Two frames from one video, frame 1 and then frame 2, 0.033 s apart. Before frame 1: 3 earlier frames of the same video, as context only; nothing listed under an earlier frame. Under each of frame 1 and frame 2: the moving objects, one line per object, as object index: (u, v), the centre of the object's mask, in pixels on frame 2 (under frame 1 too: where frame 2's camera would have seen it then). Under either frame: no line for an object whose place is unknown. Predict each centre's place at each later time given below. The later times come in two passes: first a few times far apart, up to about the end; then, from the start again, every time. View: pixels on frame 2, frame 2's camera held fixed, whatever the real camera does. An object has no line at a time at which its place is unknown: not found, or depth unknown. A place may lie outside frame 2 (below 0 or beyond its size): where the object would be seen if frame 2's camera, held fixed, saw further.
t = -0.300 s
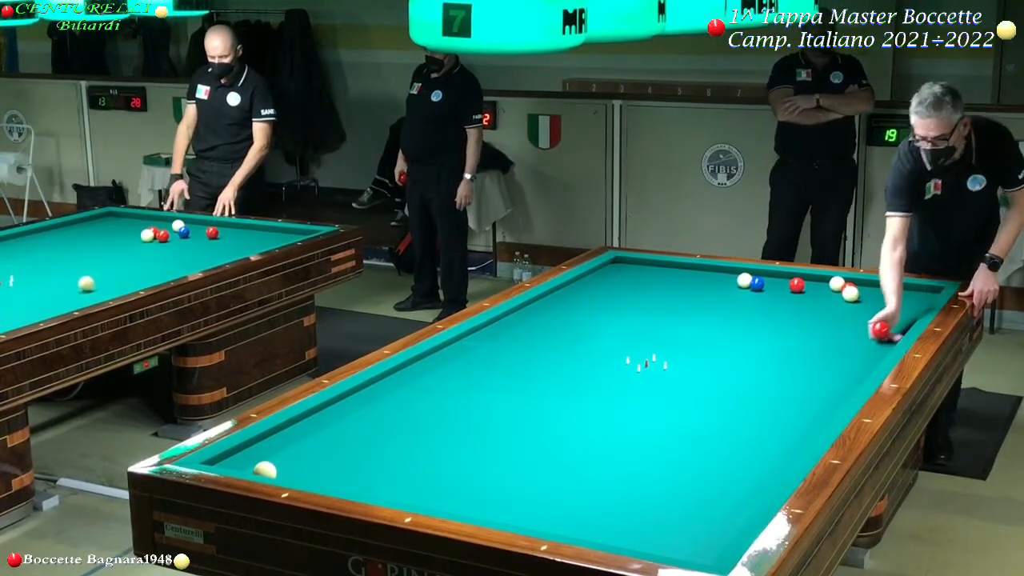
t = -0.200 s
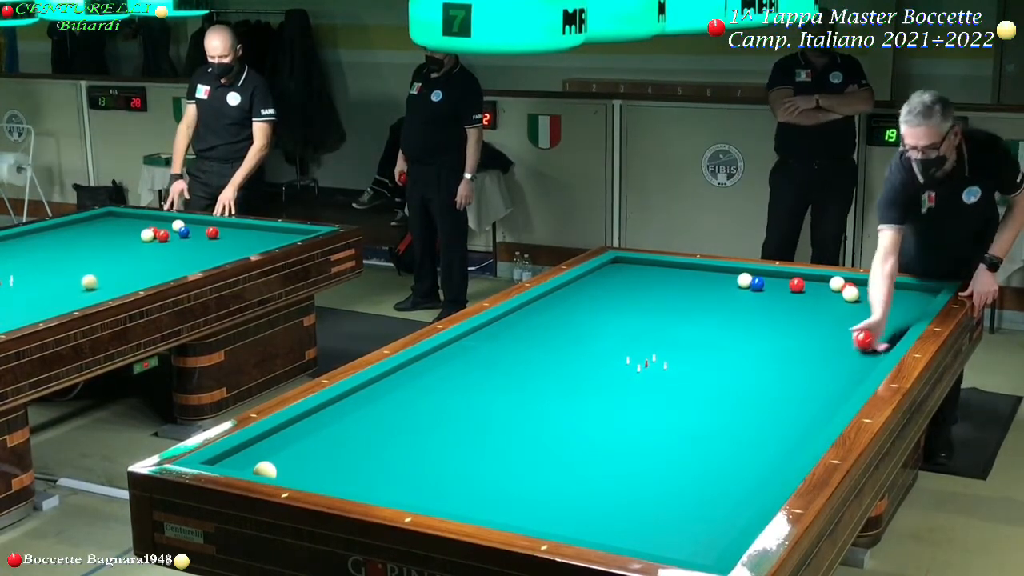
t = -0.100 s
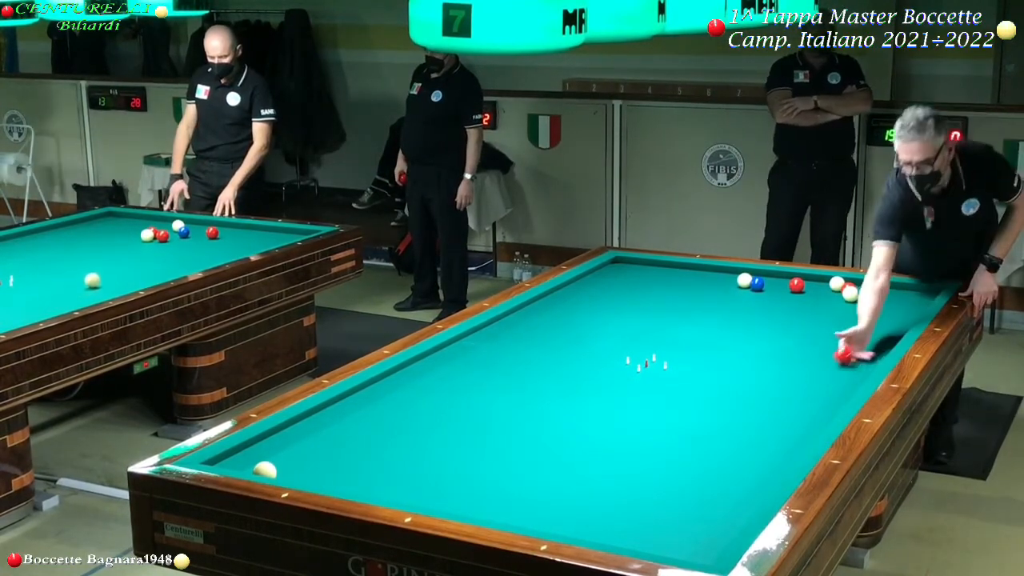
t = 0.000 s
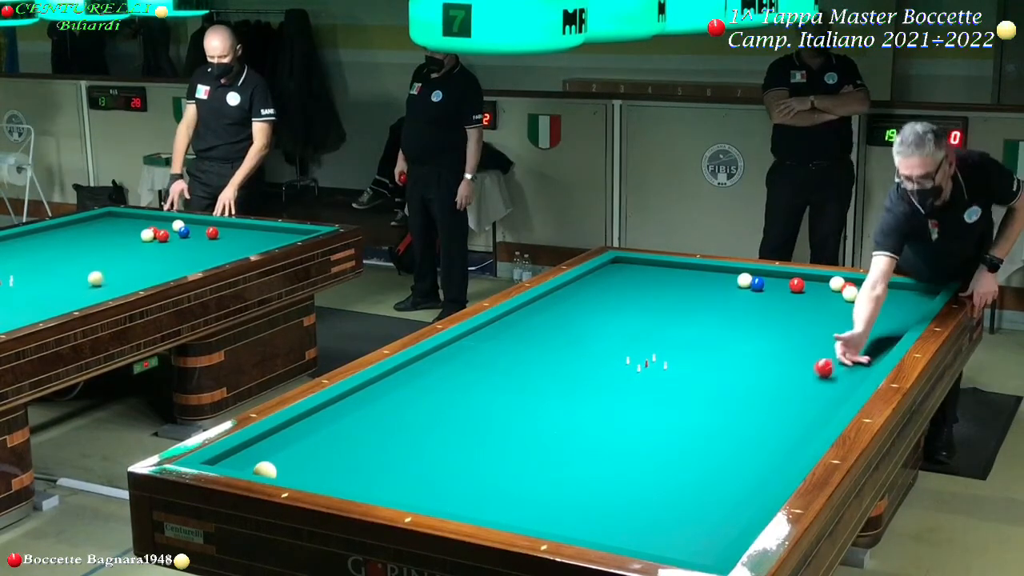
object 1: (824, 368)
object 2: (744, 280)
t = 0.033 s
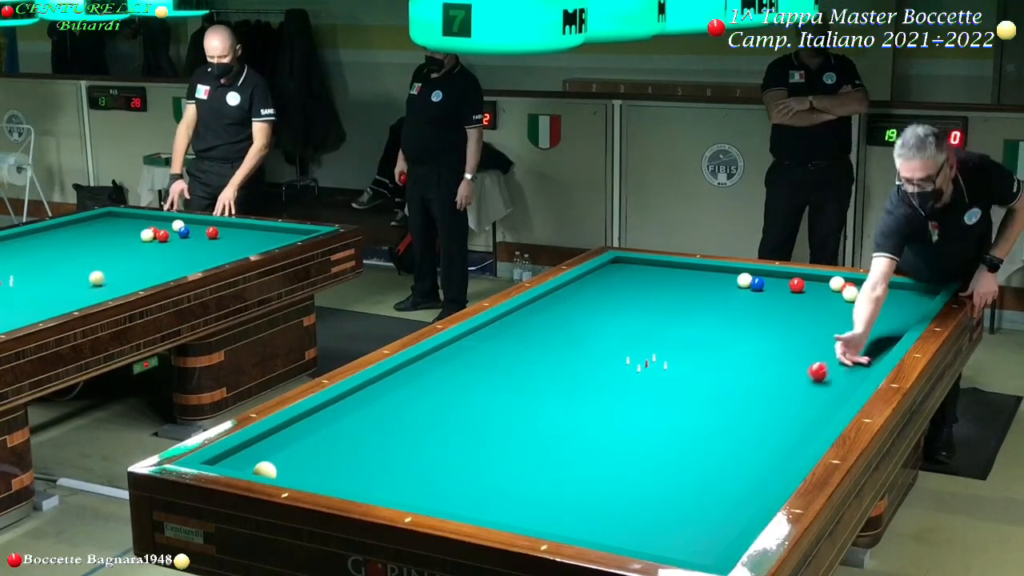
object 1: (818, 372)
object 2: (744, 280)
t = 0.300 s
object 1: (768, 403)
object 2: (744, 280)
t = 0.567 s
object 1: (713, 438)
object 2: (744, 280)
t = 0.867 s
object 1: (641, 484)
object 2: (744, 280)
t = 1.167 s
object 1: (568, 526)
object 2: (744, 280)
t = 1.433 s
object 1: (598, 491)
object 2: (744, 280)
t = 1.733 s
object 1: (618, 461)
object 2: (744, 280)
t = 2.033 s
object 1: (635, 435)
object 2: (744, 280)
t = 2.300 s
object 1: (650, 414)
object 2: (744, 280)
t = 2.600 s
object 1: (664, 393)
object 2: (744, 280)
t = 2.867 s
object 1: (675, 376)
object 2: (744, 280)
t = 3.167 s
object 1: (686, 359)
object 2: (744, 280)
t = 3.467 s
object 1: (696, 344)
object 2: (744, 280)
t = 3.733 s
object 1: (705, 332)
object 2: (744, 280)
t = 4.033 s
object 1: (713, 319)
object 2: (744, 280)
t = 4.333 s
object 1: (721, 307)
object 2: (744, 280)
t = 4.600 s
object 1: (728, 297)
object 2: (744, 280)
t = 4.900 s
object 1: (734, 288)
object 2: (745, 279)
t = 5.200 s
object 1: (732, 282)
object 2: (751, 275)
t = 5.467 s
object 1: (726, 278)
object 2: (763, 273)
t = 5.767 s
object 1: (719, 275)
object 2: (766, 273)
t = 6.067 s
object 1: (714, 272)
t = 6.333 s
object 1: (708, 270)
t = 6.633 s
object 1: (704, 267)
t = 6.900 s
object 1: (698, 267)
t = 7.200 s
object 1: (691, 267)
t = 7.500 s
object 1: (686, 267)
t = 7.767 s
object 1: (681, 268)
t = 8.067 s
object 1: (677, 268)
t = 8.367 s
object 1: (673, 268)
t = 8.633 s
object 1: (671, 268)
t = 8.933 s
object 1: (670, 268)
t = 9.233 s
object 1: (669, 268)
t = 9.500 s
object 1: (669, 268)
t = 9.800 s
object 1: (669, 269)
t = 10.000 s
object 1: (669, 268)
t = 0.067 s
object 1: (811, 376)
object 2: (744, 280)
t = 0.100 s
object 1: (805, 380)
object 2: (744, 280)
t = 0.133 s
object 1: (799, 383)
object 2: (744, 280)
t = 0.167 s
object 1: (793, 387)
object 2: (744, 280)
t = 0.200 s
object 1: (787, 391)
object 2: (744, 280)
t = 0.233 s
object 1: (781, 395)
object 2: (744, 280)
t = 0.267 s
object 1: (775, 399)
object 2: (744, 280)
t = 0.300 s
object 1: (768, 403)
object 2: (744, 280)
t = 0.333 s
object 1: (762, 407)
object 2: (744, 280)
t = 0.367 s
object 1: (755, 411)
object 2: (744, 280)
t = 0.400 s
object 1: (748, 416)
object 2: (744, 280)
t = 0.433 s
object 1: (742, 420)
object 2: (744, 280)
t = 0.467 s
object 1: (735, 424)
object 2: (744, 280)
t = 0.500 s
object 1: (728, 429)
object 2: (744, 280)
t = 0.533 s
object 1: (721, 433)
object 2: (744, 280)
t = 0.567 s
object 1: (713, 438)
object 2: (744, 280)
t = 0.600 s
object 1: (706, 443)
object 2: (744, 280)
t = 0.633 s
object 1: (698, 448)
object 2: (744, 280)
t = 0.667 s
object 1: (691, 452)
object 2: (744, 280)
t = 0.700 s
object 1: (682, 458)
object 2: (744, 280)
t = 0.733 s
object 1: (675, 463)
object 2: (744, 280)
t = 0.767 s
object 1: (666, 468)
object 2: (744, 280)
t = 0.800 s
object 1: (658, 473)
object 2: (744, 280)
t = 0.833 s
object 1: (650, 479)
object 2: (744, 280)
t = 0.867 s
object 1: (641, 484)
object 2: (744, 280)
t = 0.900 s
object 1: (632, 490)
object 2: (744, 280)
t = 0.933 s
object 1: (624, 495)
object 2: (744, 280)
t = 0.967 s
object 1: (614, 502)
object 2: (744, 280)
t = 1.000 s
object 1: (605, 508)
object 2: (744, 280)
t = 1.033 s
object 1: (596, 514)
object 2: (744, 280)
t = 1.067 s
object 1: (586, 520)
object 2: (744, 280)
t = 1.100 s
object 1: (576, 525)
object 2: (744, 280)
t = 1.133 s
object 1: (567, 527)
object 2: (744, 280)
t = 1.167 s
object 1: (568, 526)
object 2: (744, 280)
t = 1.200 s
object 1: (573, 523)
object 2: (744, 280)
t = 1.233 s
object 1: (578, 518)
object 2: (744, 280)
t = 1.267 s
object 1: (582, 512)
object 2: (744, 280)
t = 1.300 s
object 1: (586, 507)
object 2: (744, 280)
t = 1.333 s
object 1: (589, 503)
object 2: (744, 280)
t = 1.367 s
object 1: (593, 498)
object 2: (744, 280)
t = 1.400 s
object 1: (595, 494)
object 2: (744, 280)
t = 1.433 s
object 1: (598, 491)
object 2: (744, 280)
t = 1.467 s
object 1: (600, 487)
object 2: (744, 280)
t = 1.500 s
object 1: (602, 484)
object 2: (744, 280)
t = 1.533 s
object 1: (605, 481)
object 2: (744, 280)
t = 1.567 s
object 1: (607, 477)
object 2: (744, 280)
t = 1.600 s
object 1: (609, 474)
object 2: (744, 280)
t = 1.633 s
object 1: (611, 470)
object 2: (744, 280)
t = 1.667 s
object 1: (614, 467)
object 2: (744, 280)
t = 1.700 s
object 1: (616, 464)
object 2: (744, 280)
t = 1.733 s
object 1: (618, 461)
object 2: (744, 280)
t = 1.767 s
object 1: (620, 458)
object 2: (744, 280)
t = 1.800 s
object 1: (622, 455)
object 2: (744, 280)
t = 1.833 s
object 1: (624, 452)
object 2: (744, 280)
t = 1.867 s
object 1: (626, 448)
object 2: (744, 280)
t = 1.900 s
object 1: (628, 446)
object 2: (744, 280)
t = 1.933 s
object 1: (630, 443)
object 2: (744, 280)
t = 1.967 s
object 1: (632, 440)
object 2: (744, 280)
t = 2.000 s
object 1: (633, 437)
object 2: (744, 280)
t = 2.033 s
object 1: (635, 435)
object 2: (744, 280)
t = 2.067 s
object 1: (637, 432)
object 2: (744, 280)
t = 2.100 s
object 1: (639, 429)
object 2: (744, 280)
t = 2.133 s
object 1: (641, 427)
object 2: (744, 280)
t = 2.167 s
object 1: (643, 424)
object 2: (744, 280)
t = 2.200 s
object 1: (644, 421)
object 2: (744, 280)
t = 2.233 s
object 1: (646, 419)
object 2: (744, 280)
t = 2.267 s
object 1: (648, 416)
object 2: (744, 280)
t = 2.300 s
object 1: (650, 414)
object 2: (744, 280)
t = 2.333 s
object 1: (651, 411)
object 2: (744, 280)
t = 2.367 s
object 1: (653, 409)
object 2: (744, 280)
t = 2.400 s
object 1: (655, 407)
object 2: (744, 280)
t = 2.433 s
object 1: (656, 404)
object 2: (744, 280)
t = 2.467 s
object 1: (658, 402)
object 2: (744, 280)
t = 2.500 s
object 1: (659, 399)
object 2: (744, 280)
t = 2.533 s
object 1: (661, 397)
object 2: (744, 280)
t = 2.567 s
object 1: (662, 395)
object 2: (744, 280)
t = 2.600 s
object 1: (664, 393)
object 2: (744, 280)
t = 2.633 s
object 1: (665, 391)
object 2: (744, 280)
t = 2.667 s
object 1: (667, 388)
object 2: (744, 280)
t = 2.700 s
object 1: (668, 386)
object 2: (744, 280)
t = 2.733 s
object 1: (669, 384)
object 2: (744, 280)
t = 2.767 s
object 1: (671, 382)
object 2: (744, 280)
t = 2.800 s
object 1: (672, 380)
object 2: (744, 280)
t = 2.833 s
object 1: (673, 378)
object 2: (744, 280)
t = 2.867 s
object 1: (675, 376)
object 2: (744, 280)
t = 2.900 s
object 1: (676, 374)
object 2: (744, 280)
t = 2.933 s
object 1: (677, 372)
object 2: (744, 280)
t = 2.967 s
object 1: (678, 370)
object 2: (744, 280)
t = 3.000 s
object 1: (680, 369)
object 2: (744, 280)
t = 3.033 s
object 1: (681, 367)
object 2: (744, 280)
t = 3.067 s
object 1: (682, 365)
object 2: (744, 280)
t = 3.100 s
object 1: (684, 363)
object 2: (744, 280)
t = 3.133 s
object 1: (685, 361)
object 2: (744, 280)
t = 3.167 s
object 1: (686, 359)
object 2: (744, 280)
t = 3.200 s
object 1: (687, 357)
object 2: (744, 280)
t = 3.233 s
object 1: (688, 356)
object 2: (744, 280)
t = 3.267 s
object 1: (690, 354)
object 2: (744, 280)
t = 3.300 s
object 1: (691, 352)
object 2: (744, 280)
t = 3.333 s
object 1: (692, 351)
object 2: (744, 280)
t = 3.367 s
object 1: (693, 349)
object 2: (744, 280)
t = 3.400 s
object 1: (694, 347)
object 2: (744, 280)
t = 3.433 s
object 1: (695, 346)
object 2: (744, 280)
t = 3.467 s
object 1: (696, 344)
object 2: (744, 280)
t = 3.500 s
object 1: (697, 342)
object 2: (744, 280)
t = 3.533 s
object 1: (699, 341)
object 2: (744, 280)
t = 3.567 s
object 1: (700, 339)
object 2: (744, 280)
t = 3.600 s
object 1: (700, 338)
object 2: (744, 280)
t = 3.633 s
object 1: (701, 336)
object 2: (744, 280)
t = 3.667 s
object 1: (702, 335)
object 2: (744, 280)
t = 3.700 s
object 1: (704, 333)
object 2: (744, 280)
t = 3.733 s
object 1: (705, 332)
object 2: (744, 280)
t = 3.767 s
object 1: (706, 330)
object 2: (744, 280)
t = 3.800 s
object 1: (706, 329)
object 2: (744, 280)
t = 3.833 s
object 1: (707, 328)
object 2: (744, 280)
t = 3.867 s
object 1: (709, 326)
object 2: (744, 280)
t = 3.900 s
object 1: (709, 325)
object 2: (744, 280)
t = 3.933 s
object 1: (710, 323)
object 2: (744, 280)
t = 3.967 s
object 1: (711, 322)
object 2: (744, 280)
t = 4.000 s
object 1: (712, 320)
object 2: (744, 280)
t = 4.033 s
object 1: (713, 319)
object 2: (744, 280)
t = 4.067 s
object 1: (714, 317)
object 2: (744, 280)
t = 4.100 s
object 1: (715, 316)
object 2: (744, 280)
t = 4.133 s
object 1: (716, 315)
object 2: (744, 280)
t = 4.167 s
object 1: (717, 314)
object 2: (744, 280)
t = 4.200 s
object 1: (717, 312)
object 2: (744, 280)
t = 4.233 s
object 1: (718, 311)
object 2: (744, 280)
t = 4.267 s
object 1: (719, 310)
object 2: (744, 280)
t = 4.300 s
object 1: (720, 309)
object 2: (744, 280)
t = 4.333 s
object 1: (721, 307)
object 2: (744, 280)
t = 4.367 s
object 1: (722, 306)
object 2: (744, 280)
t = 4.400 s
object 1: (723, 305)
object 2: (744, 280)
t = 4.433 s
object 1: (724, 304)
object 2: (744, 280)
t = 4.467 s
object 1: (724, 303)
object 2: (744, 280)
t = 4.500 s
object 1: (725, 301)
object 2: (744, 280)
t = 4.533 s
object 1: (726, 300)
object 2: (744, 280)
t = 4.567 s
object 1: (727, 299)
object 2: (744, 280)
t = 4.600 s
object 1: (728, 297)
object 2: (744, 280)
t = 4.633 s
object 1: (728, 296)
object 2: (744, 280)
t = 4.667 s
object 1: (729, 295)
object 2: (744, 280)
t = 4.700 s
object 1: (730, 294)
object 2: (744, 280)
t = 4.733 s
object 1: (731, 293)
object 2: (744, 280)
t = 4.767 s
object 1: (731, 292)
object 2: (744, 280)
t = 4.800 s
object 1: (732, 291)
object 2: (744, 280)
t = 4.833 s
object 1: (733, 290)
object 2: (744, 280)
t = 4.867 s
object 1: (733, 289)
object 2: (745, 280)
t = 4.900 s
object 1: (734, 288)
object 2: (745, 279)
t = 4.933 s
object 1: (735, 287)
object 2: (745, 279)
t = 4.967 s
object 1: (735, 286)
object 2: (745, 279)
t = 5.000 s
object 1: (736, 285)
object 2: (746, 279)
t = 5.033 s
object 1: (736, 284)
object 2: (746, 279)
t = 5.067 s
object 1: (735, 283)
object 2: (747, 278)
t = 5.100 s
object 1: (734, 283)
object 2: (747, 278)
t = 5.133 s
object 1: (734, 282)
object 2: (748, 277)
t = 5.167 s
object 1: (733, 282)
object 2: (750, 276)
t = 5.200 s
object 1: (732, 282)
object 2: (751, 275)
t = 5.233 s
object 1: (731, 281)
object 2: (753, 274)
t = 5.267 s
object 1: (731, 281)
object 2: (754, 274)
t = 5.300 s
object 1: (730, 280)
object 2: (756, 273)
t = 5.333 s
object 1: (729, 280)
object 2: (758, 273)
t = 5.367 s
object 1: (728, 280)
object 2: (759, 273)
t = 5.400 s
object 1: (727, 279)
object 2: (760, 273)
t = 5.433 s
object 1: (727, 279)
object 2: (762, 273)
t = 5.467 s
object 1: (726, 278)
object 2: (763, 273)
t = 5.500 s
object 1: (725, 278)
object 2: (764, 272)
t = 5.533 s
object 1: (724, 277)
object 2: (765, 272)
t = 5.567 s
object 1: (724, 277)
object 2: (766, 272)
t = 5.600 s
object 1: (723, 277)
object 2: (766, 272)
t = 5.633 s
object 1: (722, 276)
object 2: (766, 272)
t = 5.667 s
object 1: (722, 276)
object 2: (766, 273)
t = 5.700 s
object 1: (721, 276)
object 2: (766, 273)
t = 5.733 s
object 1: (720, 276)
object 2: (766, 273)
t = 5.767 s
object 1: (719, 275)
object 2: (766, 273)
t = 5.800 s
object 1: (718, 275)
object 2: (766, 273)
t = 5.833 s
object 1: (718, 274)
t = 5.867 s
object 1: (717, 274)
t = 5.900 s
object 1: (717, 274)
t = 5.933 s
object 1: (716, 273)
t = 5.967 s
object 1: (715, 273)
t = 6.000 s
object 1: (715, 273)
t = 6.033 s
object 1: (714, 272)
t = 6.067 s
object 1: (714, 272)
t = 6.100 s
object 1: (713, 272)
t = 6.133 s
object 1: (712, 271)
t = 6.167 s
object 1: (712, 271)
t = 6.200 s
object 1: (711, 271)
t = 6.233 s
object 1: (710, 270)
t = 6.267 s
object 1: (710, 270)
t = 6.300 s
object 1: (709, 270)
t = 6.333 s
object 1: (708, 270)
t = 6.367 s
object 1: (708, 269)
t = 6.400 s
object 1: (707, 269)
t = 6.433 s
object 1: (707, 269)
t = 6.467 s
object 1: (706, 268)
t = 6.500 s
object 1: (706, 268)
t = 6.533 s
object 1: (705, 268)
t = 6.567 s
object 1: (705, 268)
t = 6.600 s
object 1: (704, 267)
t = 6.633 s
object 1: (704, 267)
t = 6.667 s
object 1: (703, 267)
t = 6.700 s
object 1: (703, 267)
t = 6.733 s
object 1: (702, 267)
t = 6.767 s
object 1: (701, 266)
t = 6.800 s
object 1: (700, 267)
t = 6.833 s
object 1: (699, 267)
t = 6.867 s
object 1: (699, 267)
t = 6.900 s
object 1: (698, 267)
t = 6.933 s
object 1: (697, 267)
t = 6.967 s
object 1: (696, 267)
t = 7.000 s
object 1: (696, 267)
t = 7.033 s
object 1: (695, 267)
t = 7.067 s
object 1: (694, 267)
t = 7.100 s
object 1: (693, 267)
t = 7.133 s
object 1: (693, 267)
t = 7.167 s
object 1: (692, 267)
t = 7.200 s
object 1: (691, 267)
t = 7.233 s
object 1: (691, 267)
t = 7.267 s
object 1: (690, 267)
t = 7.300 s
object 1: (689, 267)
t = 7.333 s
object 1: (689, 267)
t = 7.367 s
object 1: (688, 267)
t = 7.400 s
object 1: (688, 267)
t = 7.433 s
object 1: (687, 267)
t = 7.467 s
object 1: (686, 267)
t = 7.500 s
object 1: (686, 267)
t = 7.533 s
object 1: (685, 267)
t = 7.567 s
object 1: (684, 268)
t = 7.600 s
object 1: (684, 268)
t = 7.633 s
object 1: (683, 268)
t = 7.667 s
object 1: (683, 268)
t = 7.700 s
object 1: (682, 268)
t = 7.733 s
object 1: (682, 268)
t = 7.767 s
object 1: (681, 268)
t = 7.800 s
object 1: (680, 268)
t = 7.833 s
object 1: (680, 268)
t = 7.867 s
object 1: (680, 268)
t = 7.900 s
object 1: (679, 268)
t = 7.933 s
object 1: (679, 268)
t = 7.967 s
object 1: (678, 268)
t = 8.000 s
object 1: (678, 268)
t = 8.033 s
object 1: (677, 268)
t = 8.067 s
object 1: (677, 268)
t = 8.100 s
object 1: (676, 268)
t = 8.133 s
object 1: (676, 268)
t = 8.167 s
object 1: (676, 268)
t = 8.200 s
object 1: (675, 268)
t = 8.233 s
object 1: (675, 268)
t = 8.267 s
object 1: (675, 268)
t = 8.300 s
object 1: (674, 268)
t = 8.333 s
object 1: (674, 268)
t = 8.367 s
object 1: (673, 268)
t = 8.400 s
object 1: (673, 268)
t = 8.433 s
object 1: (672, 268)
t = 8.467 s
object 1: (672, 268)
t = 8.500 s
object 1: (672, 268)
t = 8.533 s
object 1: (672, 268)
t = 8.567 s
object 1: (671, 268)
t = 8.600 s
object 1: (671, 268)
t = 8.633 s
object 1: (671, 268)
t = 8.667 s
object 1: (671, 268)
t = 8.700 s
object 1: (671, 268)
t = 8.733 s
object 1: (671, 268)
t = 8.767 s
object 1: (670, 268)
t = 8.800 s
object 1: (670, 268)
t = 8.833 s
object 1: (670, 268)
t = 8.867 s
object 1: (670, 268)
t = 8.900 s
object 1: (670, 268)
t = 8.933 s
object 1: (670, 268)
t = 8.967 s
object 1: (669, 268)
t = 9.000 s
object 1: (669, 268)
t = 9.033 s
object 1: (669, 268)
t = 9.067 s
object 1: (669, 268)
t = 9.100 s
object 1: (669, 268)
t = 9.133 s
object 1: (669, 268)
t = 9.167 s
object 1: (669, 268)
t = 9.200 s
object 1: (669, 269)
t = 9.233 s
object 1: (669, 268)
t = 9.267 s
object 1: (669, 268)
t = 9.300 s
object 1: (669, 268)
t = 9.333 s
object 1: (669, 269)
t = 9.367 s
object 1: (669, 268)
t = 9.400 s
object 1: (669, 268)
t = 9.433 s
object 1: (669, 268)
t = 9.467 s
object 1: (669, 268)
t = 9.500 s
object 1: (669, 268)
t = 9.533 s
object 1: (669, 268)
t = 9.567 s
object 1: (669, 268)
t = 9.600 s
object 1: (669, 269)
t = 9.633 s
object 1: (669, 268)
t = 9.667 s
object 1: (669, 269)
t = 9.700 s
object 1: (669, 268)
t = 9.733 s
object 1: (669, 268)
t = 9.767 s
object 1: (669, 268)
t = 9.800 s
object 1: (669, 269)
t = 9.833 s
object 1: (669, 268)
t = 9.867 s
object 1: (669, 268)
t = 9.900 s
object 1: (669, 268)
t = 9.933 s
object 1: (669, 268)
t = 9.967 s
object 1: (669, 268)
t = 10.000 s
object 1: (669, 268)
